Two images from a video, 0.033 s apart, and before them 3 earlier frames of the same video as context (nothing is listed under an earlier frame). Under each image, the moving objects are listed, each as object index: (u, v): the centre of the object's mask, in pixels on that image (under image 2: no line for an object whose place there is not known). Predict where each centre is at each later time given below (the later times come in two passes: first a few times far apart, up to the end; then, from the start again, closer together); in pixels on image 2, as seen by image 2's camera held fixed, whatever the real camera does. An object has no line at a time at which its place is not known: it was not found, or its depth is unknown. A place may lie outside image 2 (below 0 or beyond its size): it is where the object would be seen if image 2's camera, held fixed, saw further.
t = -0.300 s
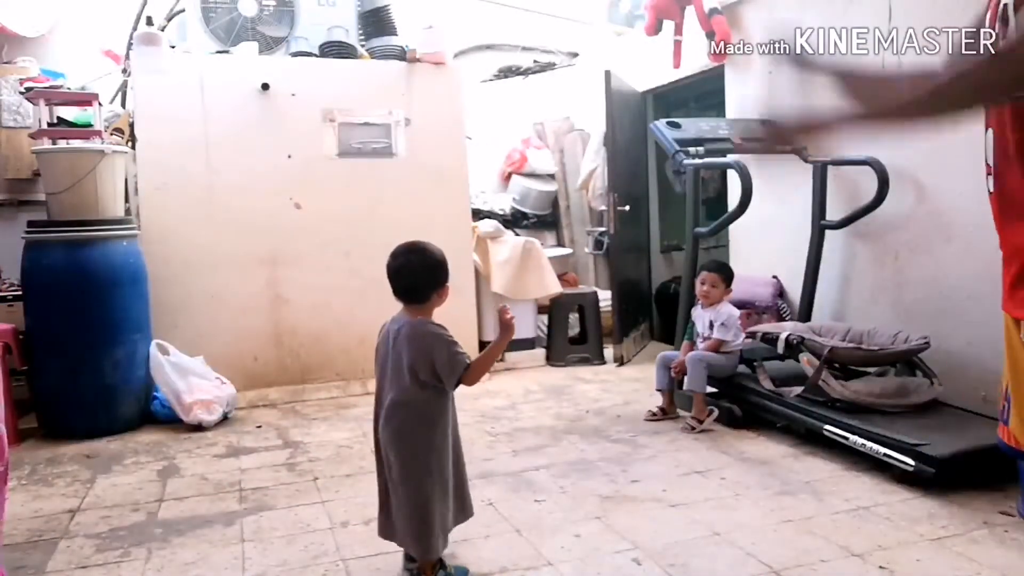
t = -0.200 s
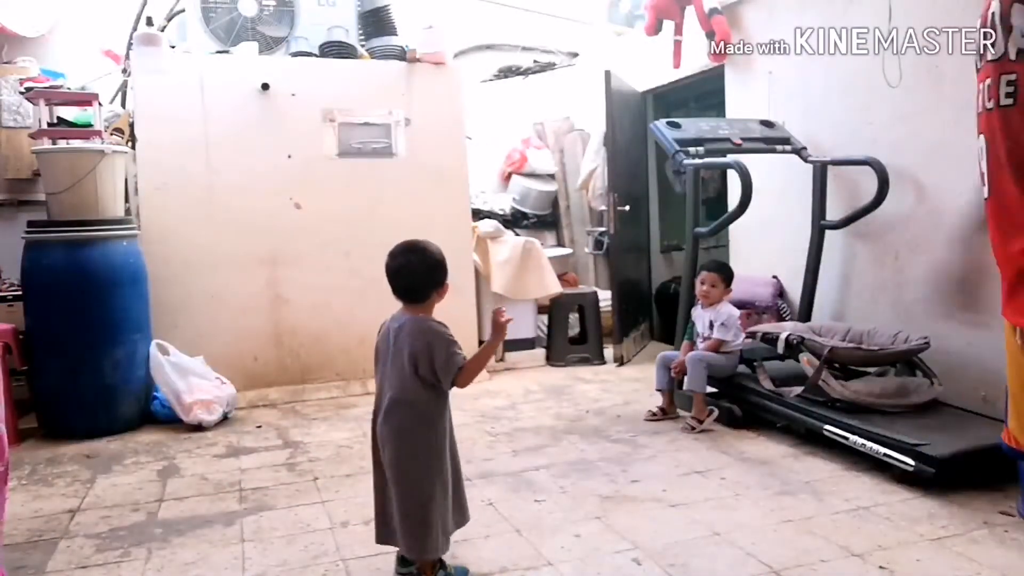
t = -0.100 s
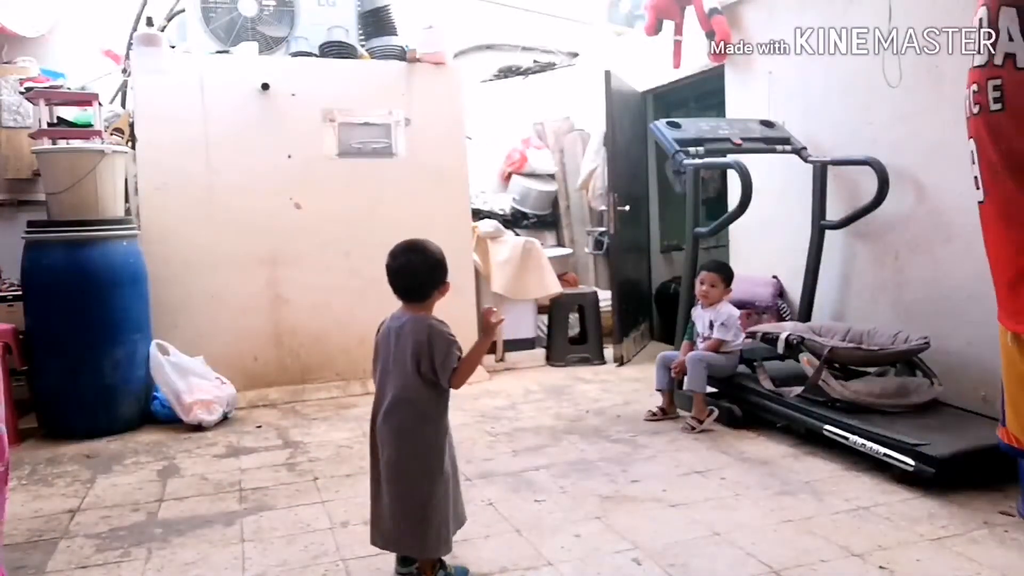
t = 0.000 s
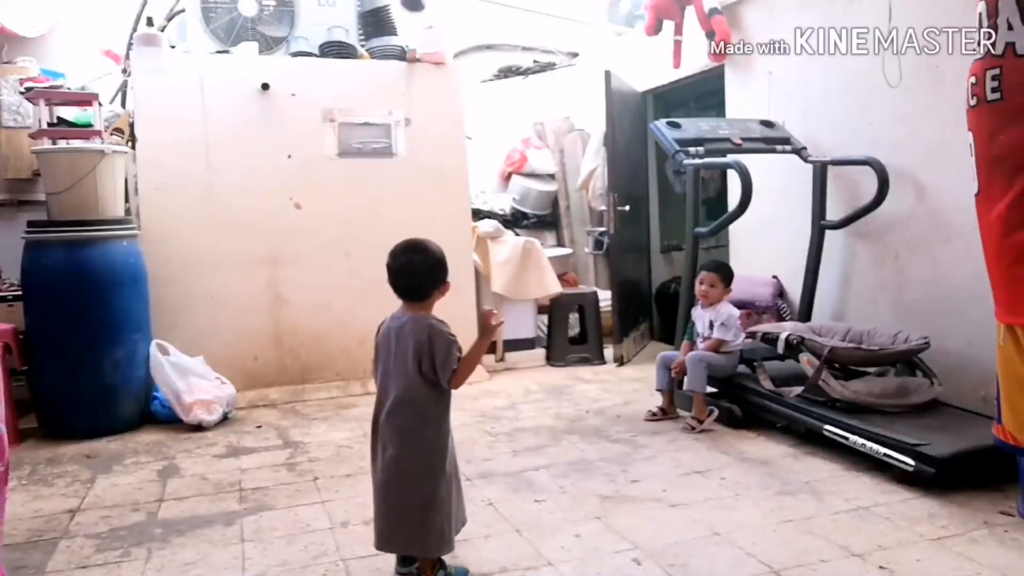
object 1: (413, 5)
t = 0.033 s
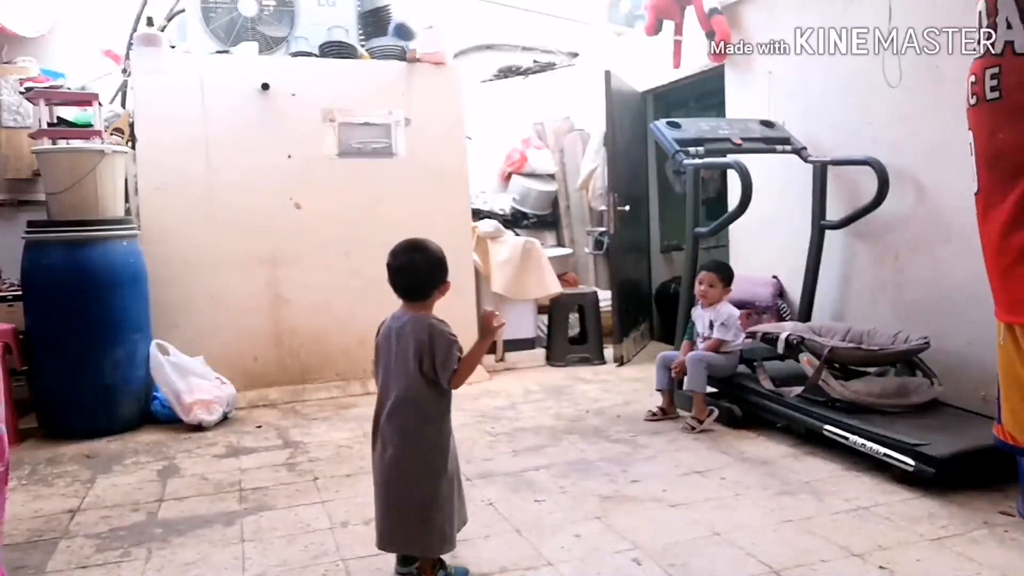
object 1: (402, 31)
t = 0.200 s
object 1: (368, 123)
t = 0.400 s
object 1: (356, 93)
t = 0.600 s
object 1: (352, 143)
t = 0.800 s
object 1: (349, 300)
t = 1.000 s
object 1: (340, 396)
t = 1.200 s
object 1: (319, 362)
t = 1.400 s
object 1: (303, 429)
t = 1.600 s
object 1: (277, 450)
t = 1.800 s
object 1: (249, 487)
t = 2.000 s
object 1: (225, 508)
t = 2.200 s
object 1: (200, 532)
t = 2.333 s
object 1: (182, 547)
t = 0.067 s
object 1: (396, 58)
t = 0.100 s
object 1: (387, 93)
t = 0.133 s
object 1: (380, 124)
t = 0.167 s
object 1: (374, 130)
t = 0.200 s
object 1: (368, 123)
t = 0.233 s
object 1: (366, 114)
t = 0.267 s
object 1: (363, 105)
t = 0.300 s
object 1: (361, 99)
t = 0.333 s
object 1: (360, 94)
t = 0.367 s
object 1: (358, 92)
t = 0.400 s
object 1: (356, 93)
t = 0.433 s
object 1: (355, 96)
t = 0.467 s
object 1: (355, 100)
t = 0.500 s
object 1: (354, 107)
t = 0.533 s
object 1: (352, 118)
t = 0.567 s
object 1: (352, 129)
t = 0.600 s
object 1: (352, 143)
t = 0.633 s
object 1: (351, 161)
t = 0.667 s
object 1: (349, 185)
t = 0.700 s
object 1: (349, 207)
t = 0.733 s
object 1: (349, 234)
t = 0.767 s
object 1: (349, 265)
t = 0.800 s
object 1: (349, 300)
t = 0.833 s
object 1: (349, 336)
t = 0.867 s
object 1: (350, 377)
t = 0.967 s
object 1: (344, 411)
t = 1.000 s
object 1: (340, 396)
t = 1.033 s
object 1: (336, 384)
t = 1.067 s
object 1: (332, 374)
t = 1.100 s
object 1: (328, 367)
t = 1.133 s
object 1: (325, 363)
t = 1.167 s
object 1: (321, 361)
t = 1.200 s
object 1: (319, 362)
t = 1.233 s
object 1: (315, 365)
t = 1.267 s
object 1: (313, 373)
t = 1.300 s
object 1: (310, 382)
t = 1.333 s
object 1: (307, 394)
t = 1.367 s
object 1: (305, 410)
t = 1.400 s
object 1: (303, 429)
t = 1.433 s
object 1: (300, 453)
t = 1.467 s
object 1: (298, 468)
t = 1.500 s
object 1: (292, 459)
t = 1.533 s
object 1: (287, 453)
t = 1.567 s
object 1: (281, 450)
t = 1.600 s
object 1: (277, 450)
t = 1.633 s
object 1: (272, 453)
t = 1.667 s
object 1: (267, 460)
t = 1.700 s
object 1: (262, 469)
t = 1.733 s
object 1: (258, 484)
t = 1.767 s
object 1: (253, 491)
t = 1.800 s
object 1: (249, 487)
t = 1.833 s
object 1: (245, 486)
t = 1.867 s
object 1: (241, 489)
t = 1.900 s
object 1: (238, 495)
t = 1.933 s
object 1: (234, 505)
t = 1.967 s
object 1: (230, 509)
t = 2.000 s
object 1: (225, 508)
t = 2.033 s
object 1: (221, 512)
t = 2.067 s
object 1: (217, 521)
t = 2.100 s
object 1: (213, 522)
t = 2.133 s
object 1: (208, 524)
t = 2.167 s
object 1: (204, 530)
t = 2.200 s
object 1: (200, 532)
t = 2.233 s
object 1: (195, 534)
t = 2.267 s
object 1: (191, 539)
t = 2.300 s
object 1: (186, 543)
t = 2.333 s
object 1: (182, 547)
